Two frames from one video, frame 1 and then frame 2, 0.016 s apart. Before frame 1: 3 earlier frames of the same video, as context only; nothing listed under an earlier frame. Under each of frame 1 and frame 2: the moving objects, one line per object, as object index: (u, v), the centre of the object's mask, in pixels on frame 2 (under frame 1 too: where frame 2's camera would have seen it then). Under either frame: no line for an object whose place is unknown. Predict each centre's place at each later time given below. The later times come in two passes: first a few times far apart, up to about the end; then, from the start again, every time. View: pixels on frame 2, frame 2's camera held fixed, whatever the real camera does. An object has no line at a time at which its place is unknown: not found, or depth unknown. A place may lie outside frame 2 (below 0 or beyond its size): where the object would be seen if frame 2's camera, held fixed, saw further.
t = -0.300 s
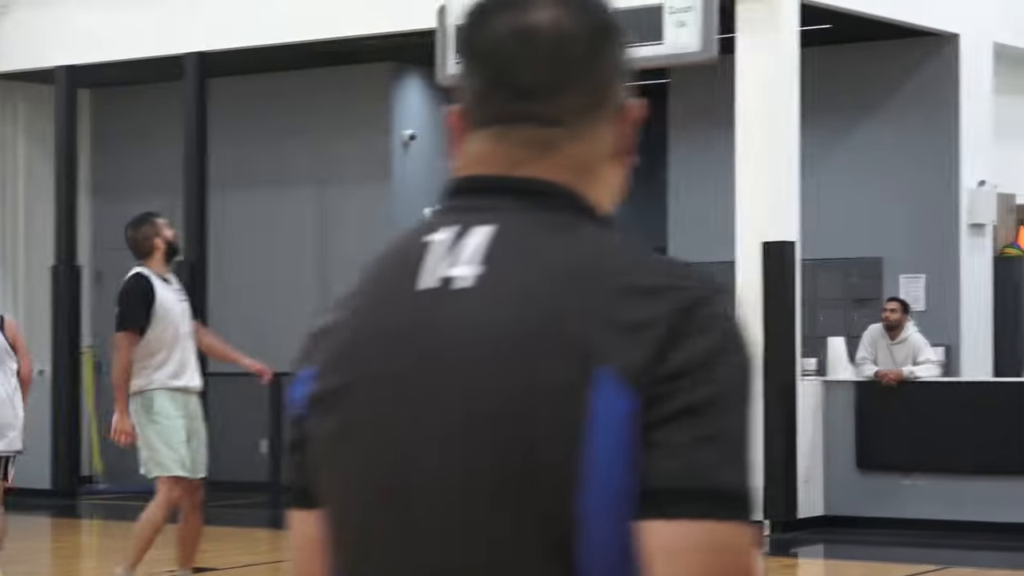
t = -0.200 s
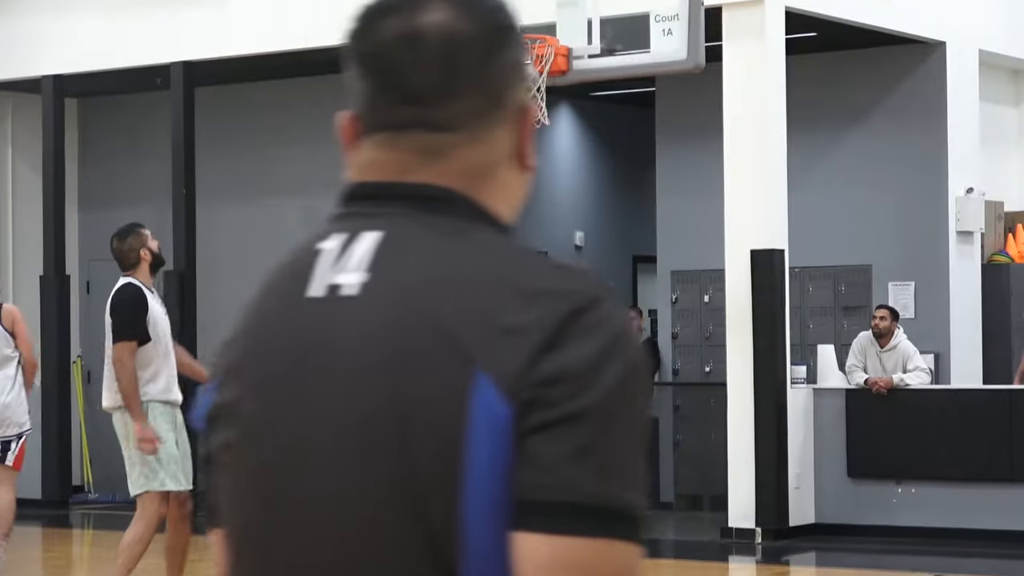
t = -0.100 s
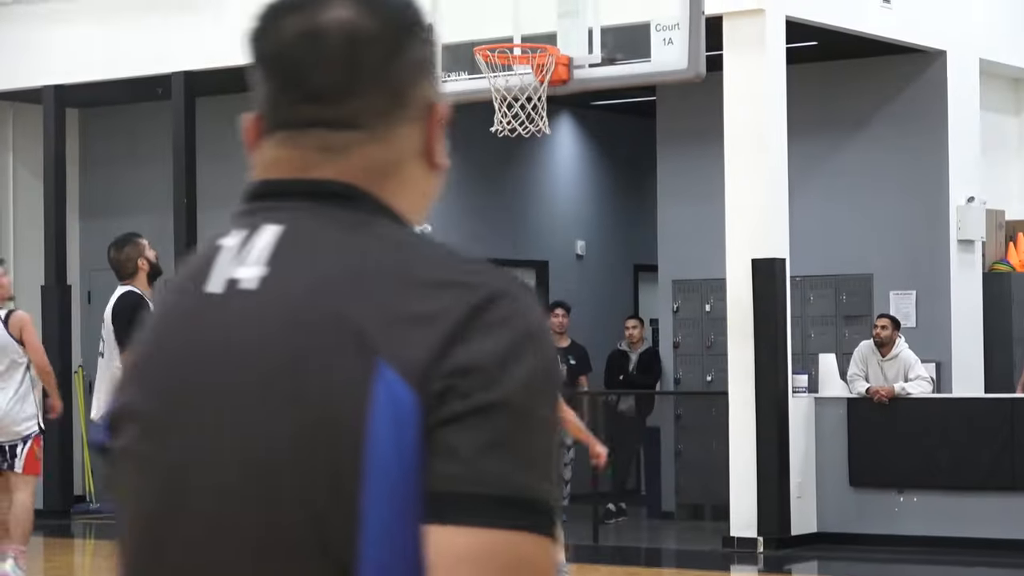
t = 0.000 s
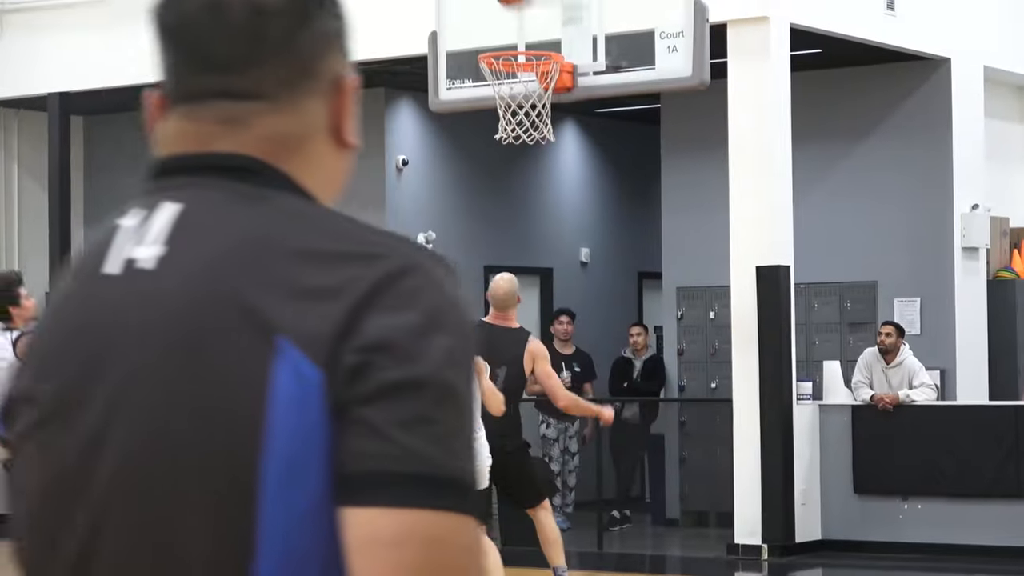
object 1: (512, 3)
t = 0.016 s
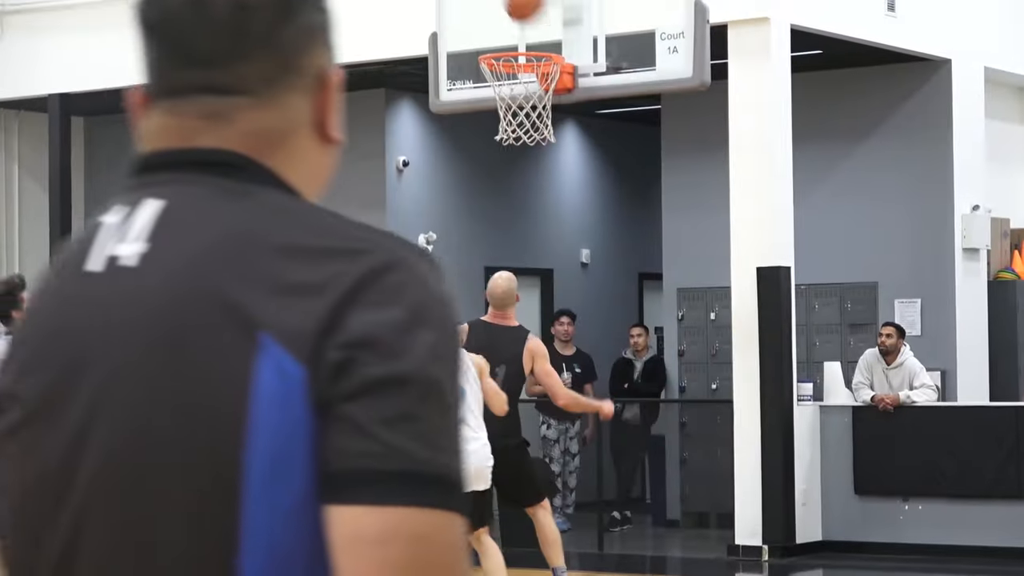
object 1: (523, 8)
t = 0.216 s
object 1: (506, 97)
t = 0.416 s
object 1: (492, 106)
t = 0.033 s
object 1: (534, 16)
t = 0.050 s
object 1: (538, 27)
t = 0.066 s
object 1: (535, 34)
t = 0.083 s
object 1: (532, 39)
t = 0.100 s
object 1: (528, 49)
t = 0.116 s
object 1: (523, 60)
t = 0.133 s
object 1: (521, 73)
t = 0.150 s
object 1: (519, 83)
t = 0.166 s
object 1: (513, 90)
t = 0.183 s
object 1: (510, 97)
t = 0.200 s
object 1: (507, 98)
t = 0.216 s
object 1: (506, 97)
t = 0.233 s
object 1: (503, 97)
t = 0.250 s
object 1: (509, 101)
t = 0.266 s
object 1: (500, 106)
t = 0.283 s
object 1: (498, 103)
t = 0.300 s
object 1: (496, 100)
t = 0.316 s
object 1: (495, 99)
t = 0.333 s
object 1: (495, 98)
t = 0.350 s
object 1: (494, 98)
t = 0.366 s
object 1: (494, 98)
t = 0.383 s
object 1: (493, 100)
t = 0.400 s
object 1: (492, 103)
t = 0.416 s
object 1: (492, 106)
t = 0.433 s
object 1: (491, 110)
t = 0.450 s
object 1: (490, 114)
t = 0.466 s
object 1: (490, 118)
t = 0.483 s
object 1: (489, 124)
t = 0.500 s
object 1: (488, 130)
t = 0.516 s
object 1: (487, 135)
